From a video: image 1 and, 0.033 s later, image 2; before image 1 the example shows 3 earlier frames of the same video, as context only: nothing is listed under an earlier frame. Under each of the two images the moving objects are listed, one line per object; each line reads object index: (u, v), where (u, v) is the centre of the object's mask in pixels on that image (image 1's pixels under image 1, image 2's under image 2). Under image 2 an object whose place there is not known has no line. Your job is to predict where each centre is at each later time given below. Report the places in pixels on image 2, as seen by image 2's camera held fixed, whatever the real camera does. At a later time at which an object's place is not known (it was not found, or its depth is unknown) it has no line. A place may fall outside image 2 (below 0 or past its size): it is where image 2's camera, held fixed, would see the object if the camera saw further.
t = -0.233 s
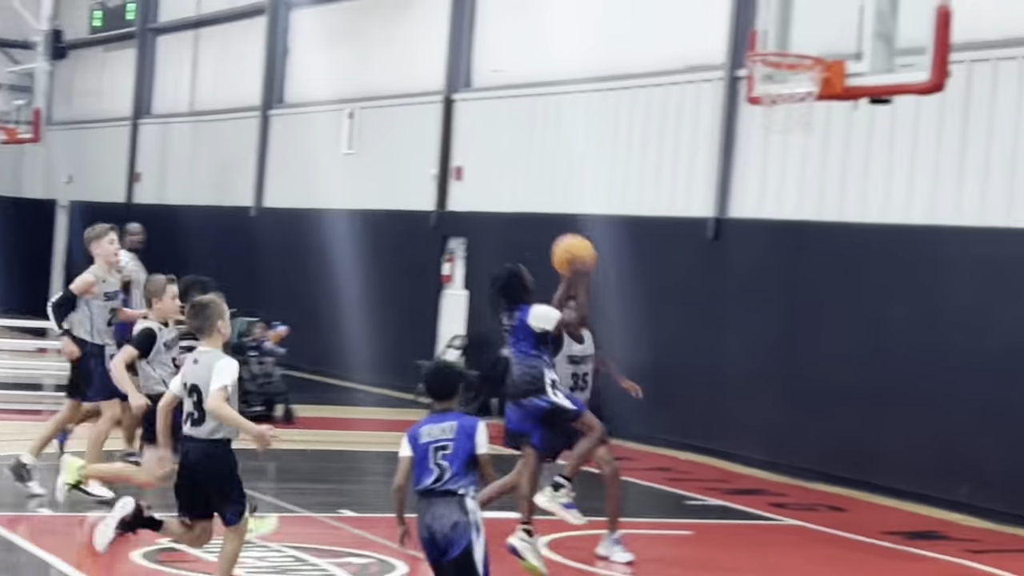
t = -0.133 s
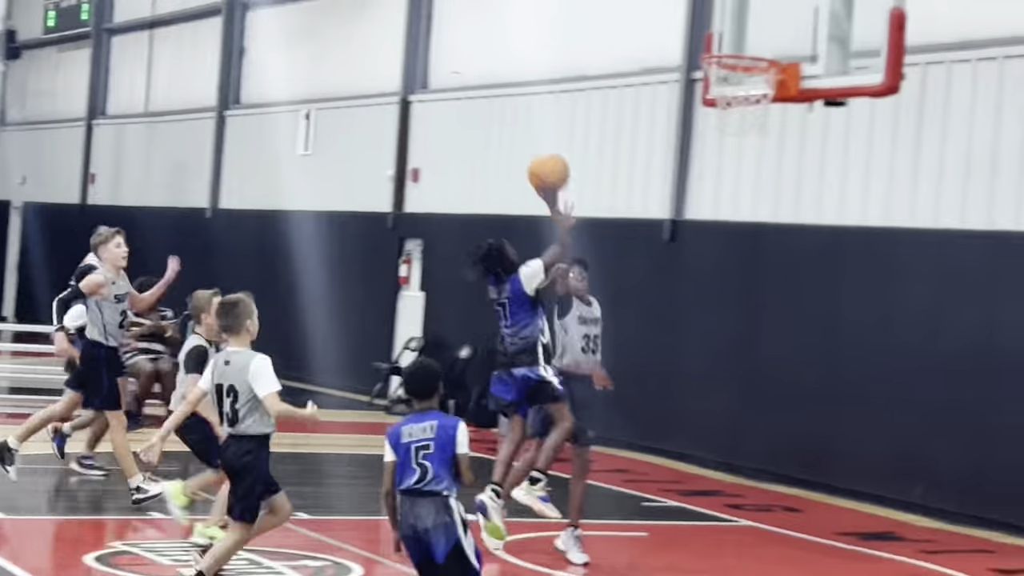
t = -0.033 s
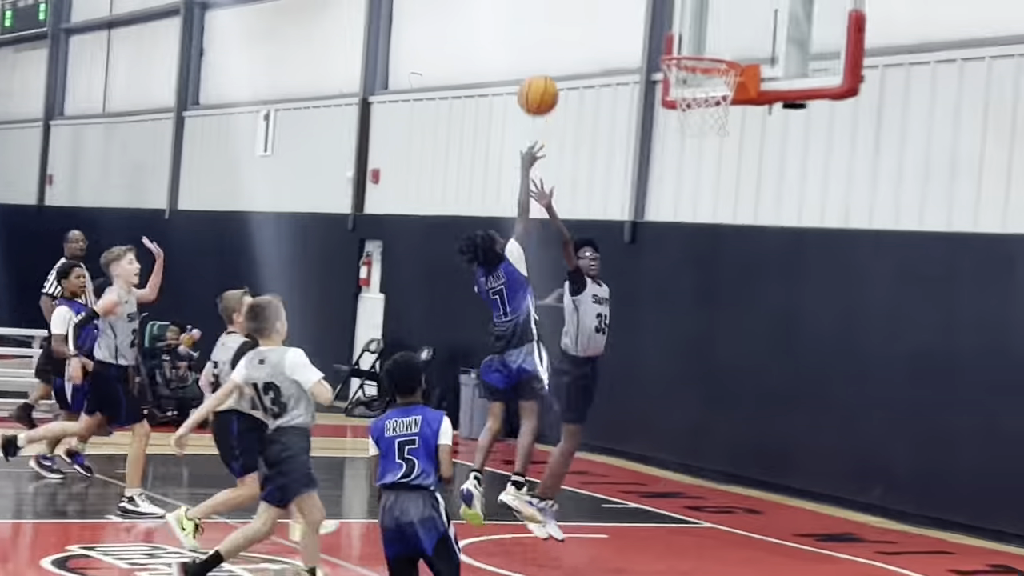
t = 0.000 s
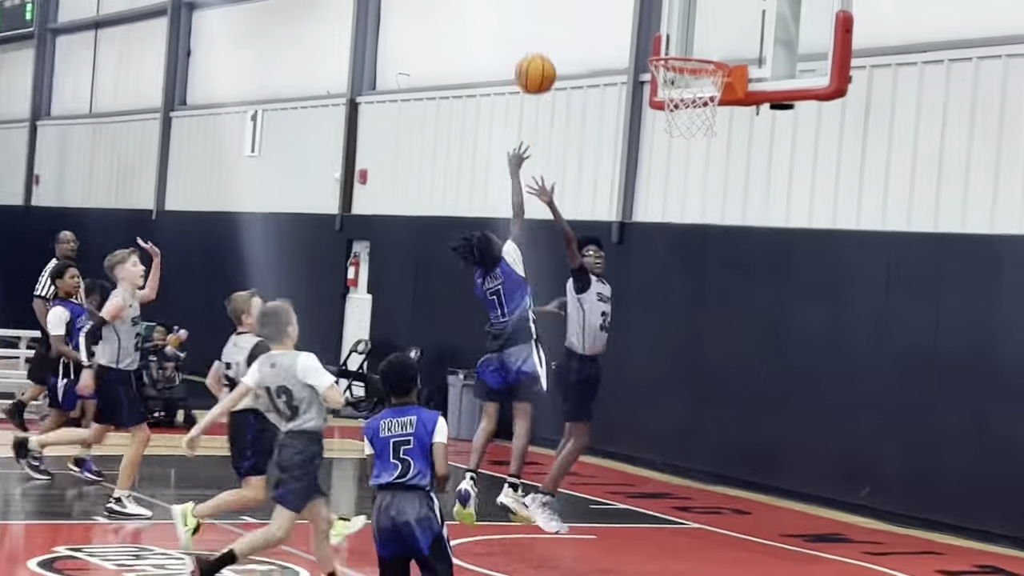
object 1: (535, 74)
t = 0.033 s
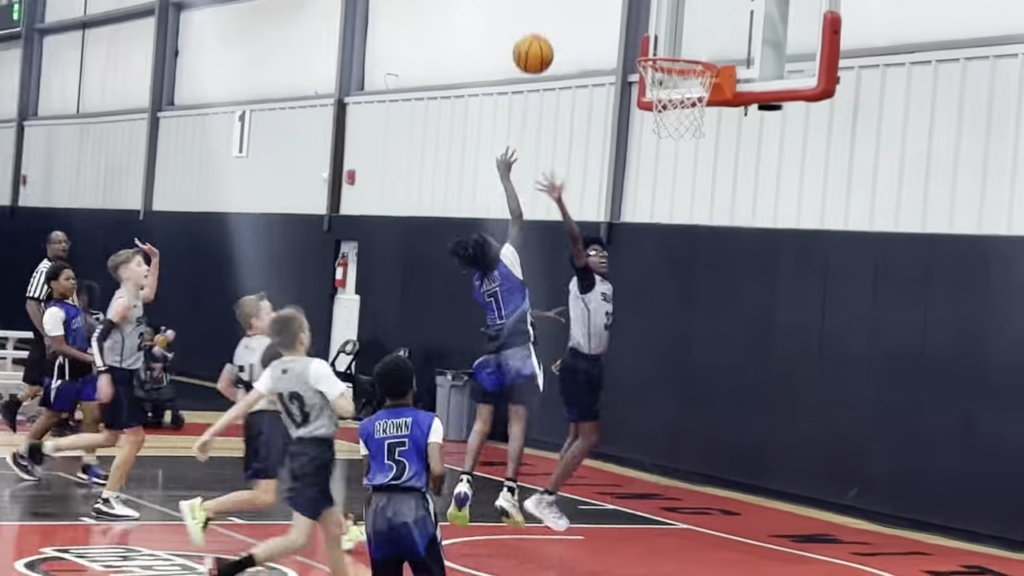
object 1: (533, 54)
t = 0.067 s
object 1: (543, 36)
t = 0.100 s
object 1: (553, 21)
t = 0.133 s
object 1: (562, 12)
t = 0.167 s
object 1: (570, 6)
